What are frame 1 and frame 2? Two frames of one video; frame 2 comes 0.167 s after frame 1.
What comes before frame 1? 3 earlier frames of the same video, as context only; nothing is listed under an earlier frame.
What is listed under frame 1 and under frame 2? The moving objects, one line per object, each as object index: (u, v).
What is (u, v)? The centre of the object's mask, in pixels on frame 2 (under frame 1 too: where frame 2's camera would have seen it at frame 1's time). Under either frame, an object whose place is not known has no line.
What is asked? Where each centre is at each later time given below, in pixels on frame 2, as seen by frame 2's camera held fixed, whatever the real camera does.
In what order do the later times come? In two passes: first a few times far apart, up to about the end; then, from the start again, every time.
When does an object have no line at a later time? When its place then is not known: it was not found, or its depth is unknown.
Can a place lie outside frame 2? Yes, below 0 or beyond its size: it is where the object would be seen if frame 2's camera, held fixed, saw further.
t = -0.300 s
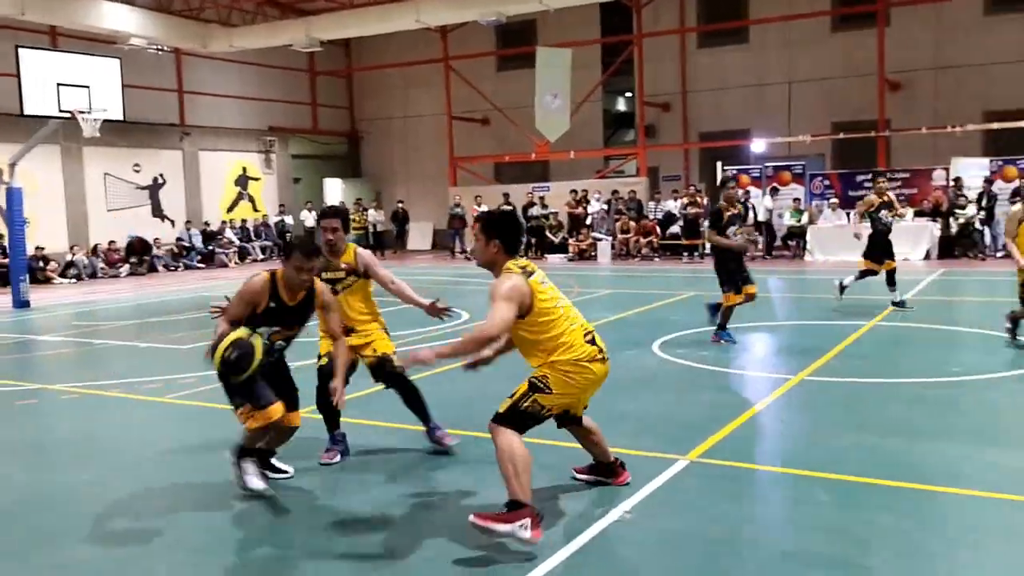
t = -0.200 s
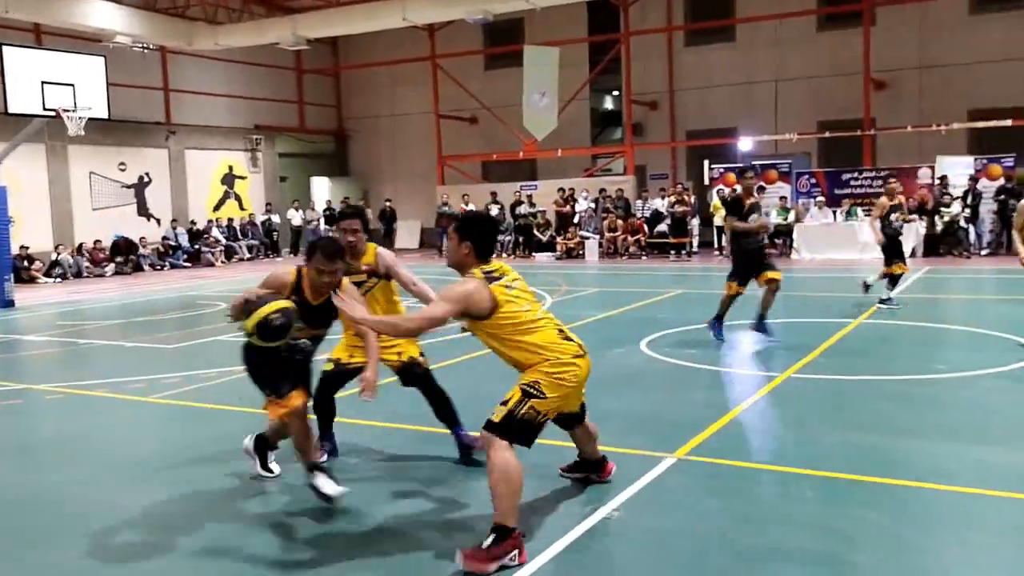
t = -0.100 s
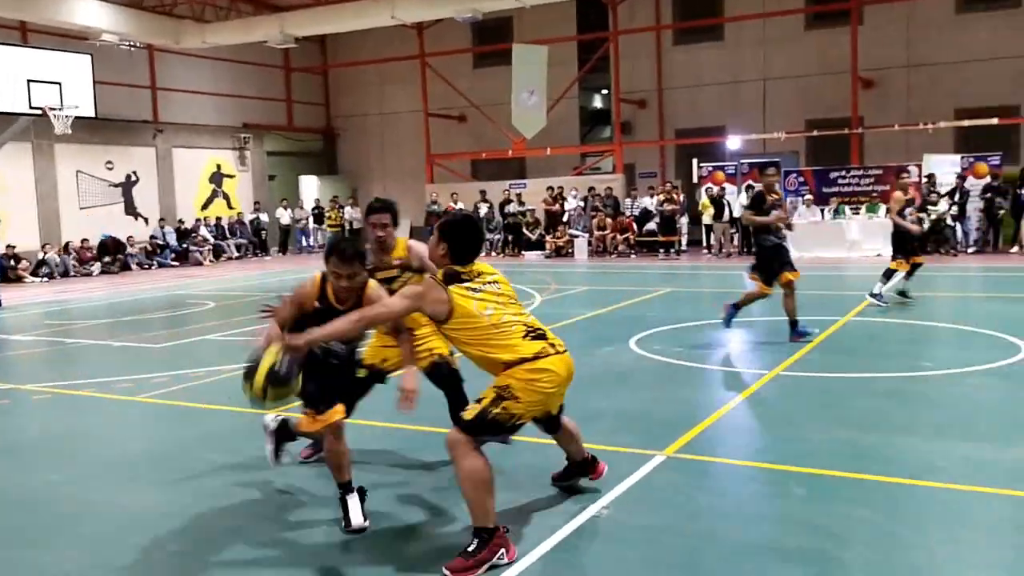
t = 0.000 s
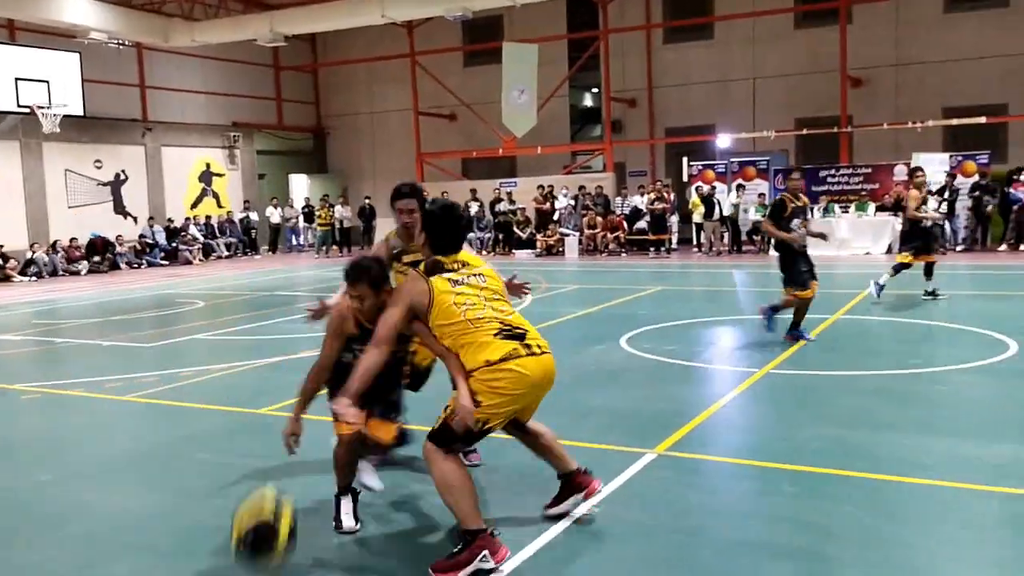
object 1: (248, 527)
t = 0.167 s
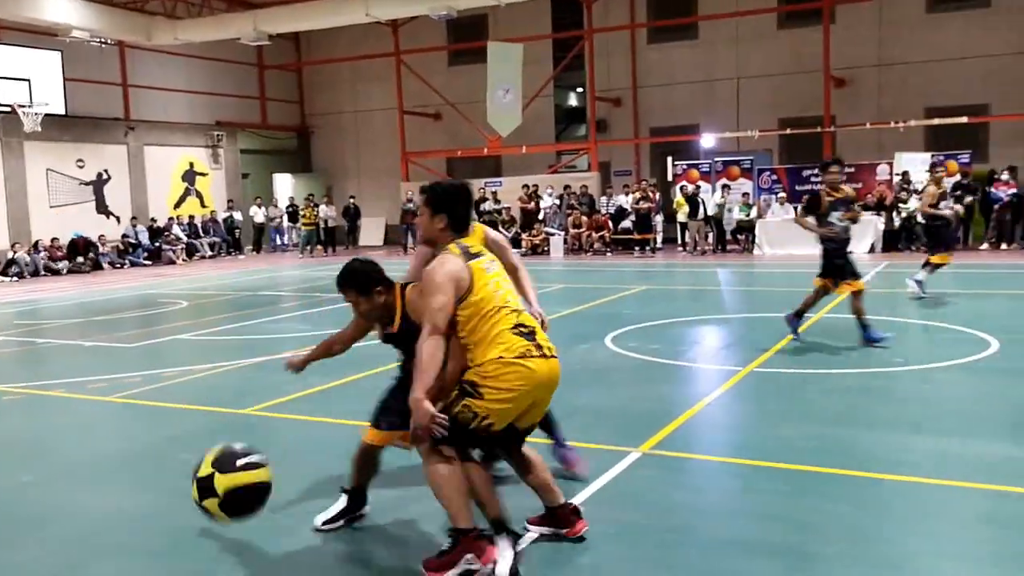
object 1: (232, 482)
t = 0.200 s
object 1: (227, 458)
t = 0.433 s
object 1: (191, 345)
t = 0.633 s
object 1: (138, 419)
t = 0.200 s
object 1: (227, 458)
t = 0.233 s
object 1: (222, 434)
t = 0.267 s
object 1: (217, 412)
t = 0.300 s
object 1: (212, 393)
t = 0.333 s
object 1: (207, 376)
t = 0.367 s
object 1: (202, 362)
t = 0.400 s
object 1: (197, 352)
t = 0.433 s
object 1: (191, 345)
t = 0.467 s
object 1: (184, 341)
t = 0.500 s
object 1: (176, 342)
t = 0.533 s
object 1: (166, 349)
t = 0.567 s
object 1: (158, 363)
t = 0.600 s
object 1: (146, 386)
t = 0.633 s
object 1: (138, 419)
